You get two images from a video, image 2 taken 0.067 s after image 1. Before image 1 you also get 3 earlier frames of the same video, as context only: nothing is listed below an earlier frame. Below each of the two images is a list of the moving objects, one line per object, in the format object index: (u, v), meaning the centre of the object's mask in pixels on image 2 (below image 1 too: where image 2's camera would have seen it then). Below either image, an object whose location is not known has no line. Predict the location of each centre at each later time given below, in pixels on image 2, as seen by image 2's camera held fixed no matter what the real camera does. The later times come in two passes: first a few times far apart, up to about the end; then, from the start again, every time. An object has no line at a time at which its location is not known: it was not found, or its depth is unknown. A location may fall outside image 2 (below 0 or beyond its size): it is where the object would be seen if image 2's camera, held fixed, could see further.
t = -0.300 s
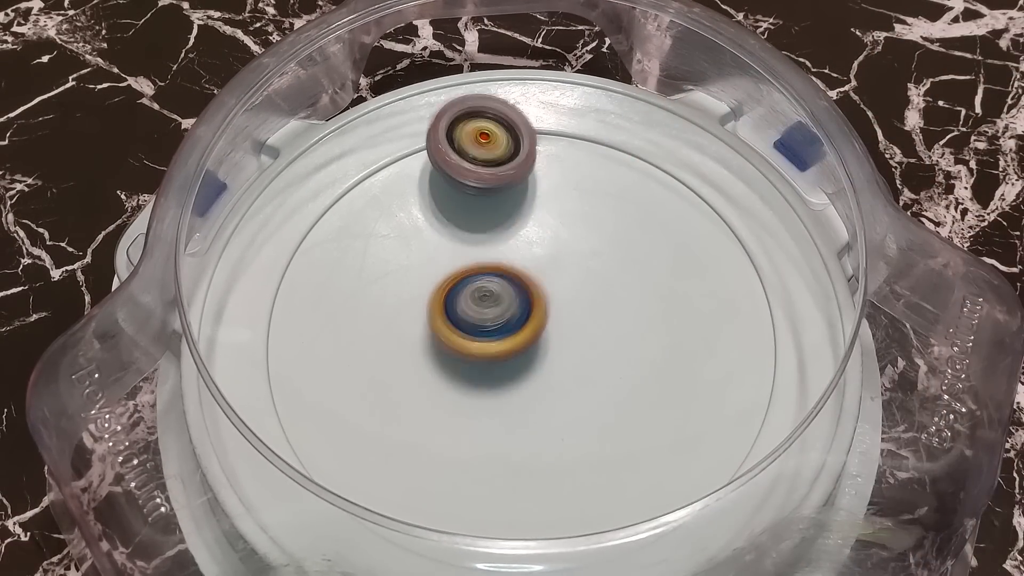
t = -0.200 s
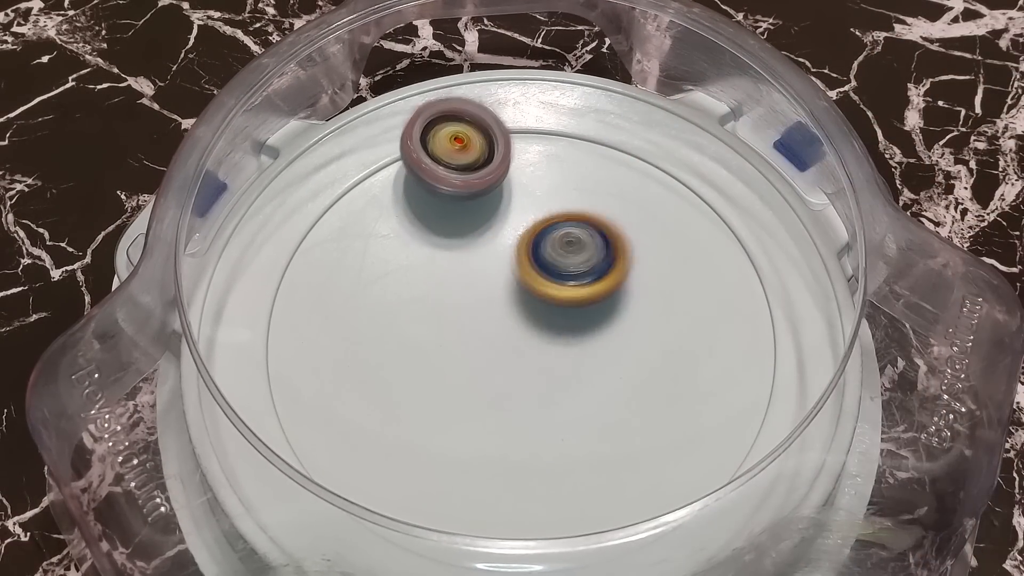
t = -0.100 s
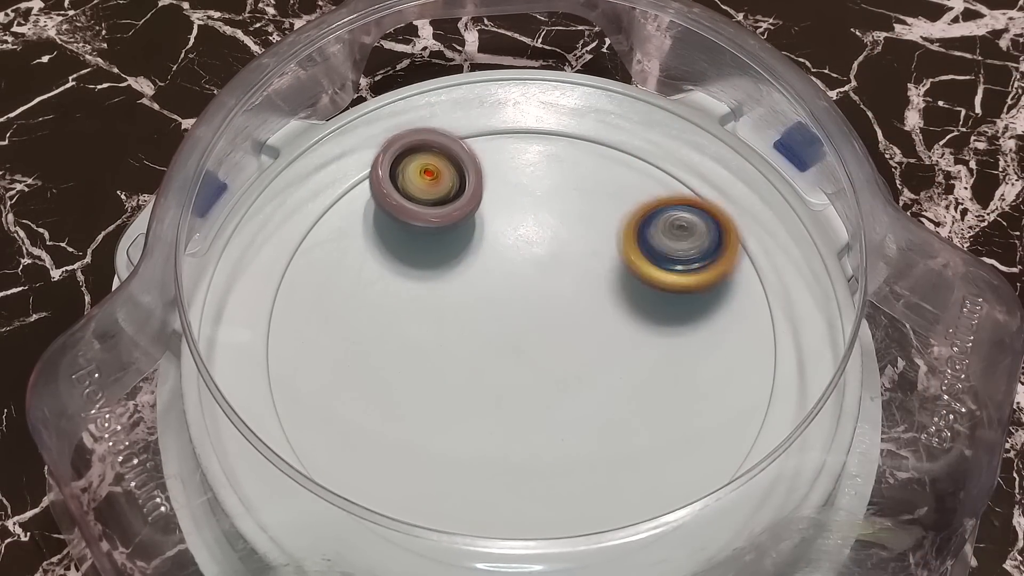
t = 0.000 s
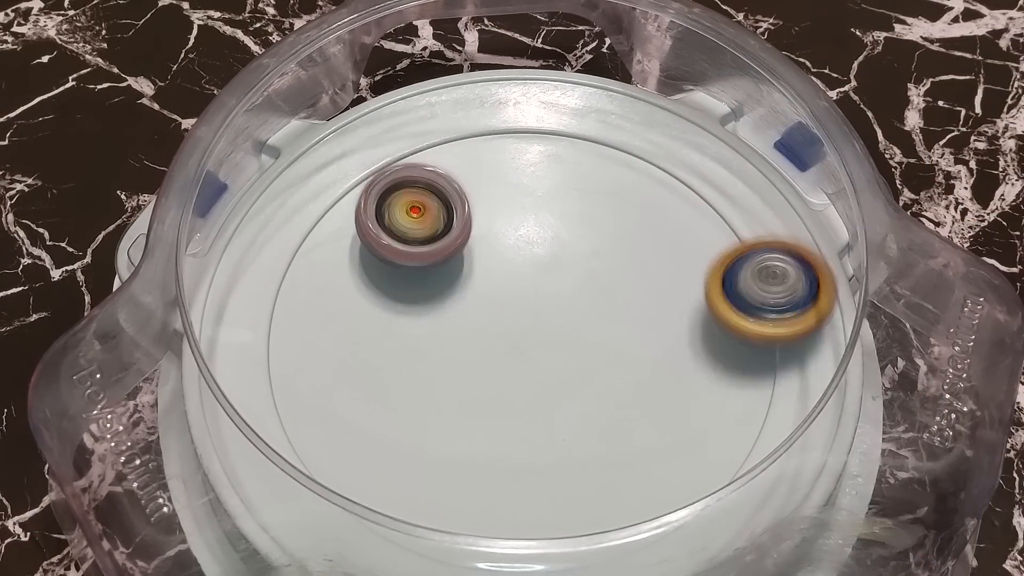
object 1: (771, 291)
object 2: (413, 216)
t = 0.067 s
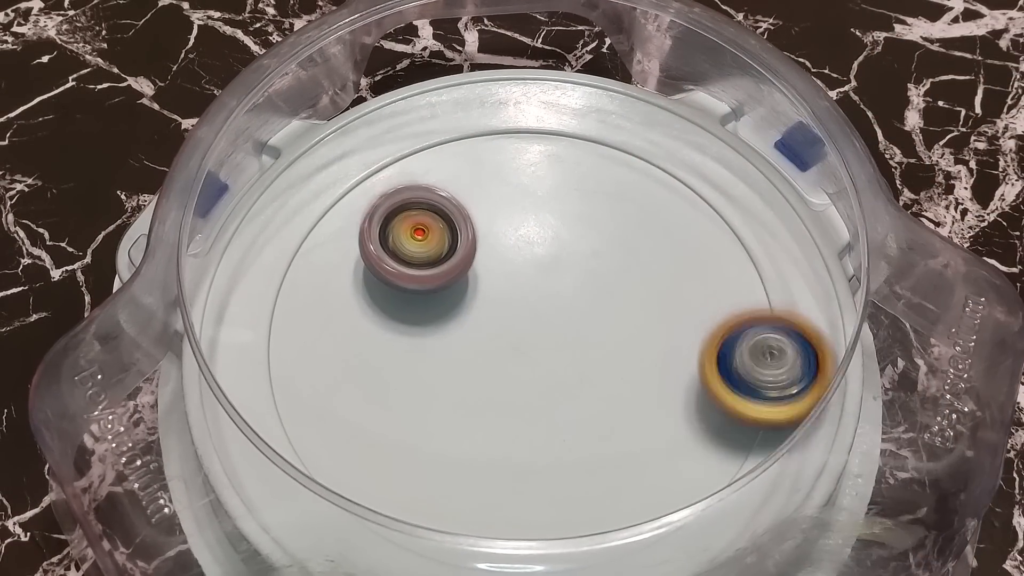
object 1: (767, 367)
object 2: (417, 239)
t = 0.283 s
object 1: (463, 514)
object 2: (463, 280)
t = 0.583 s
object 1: (407, 129)
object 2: (545, 250)
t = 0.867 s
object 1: (770, 345)
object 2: (541, 241)
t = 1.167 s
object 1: (343, 431)
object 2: (530, 265)
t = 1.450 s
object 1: (478, 118)
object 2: (585, 304)
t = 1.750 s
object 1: (747, 383)
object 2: (588, 314)
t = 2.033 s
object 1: (301, 402)
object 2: (555, 340)
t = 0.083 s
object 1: (759, 387)
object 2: (420, 244)
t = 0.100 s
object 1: (746, 408)
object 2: (422, 249)
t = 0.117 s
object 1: (738, 432)
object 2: (425, 253)
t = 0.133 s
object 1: (712, 445)
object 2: (429, 257)
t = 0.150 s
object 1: (700, 471)
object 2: (432, 261)
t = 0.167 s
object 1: (678, 490)
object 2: (436, 265)
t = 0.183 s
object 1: (652, 504)
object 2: (440, 269)
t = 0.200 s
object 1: (622, 514)
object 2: (444, 272)
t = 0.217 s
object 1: (593, 518)
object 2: (448, 274)
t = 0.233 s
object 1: (564, 517)
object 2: (452, 277)
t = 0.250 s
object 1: (528, 521)
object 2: (456, 278)
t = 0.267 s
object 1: (496, 520)
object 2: (460, 280)
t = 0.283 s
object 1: (463, 514)
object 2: (463, 280)
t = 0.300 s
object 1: (437, 505)
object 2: (467, 280)
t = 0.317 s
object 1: (417, 481)
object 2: (471, 280)
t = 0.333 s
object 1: (389, 467)
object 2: (475, 279)
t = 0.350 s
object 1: (368, 451)
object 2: (480, 278)
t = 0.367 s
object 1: (347, 431)
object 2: (486, 277)
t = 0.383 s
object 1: (333, 410)
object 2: (491, 275)
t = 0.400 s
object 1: (323, 383)
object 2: (497, 273)
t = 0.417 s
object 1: (315, 357)
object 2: (503, 271)
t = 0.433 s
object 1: (312, 333)
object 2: (509, 270)
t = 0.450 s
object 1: (312, 306)
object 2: (515, 268)
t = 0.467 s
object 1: (316, 281)
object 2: (520, 267)
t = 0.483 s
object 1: (321, 256)
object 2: (524, 265)
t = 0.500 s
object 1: (330, 232)
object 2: (529, 263)
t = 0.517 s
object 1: (341, 209)
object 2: (532, 261)
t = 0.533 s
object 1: (354, 187)
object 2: (535, 258)
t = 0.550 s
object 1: (370, 166)
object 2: (538, 255)
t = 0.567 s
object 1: (388, 144)
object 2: (542, 252)
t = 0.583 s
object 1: (407, 129)
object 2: (545, 250)
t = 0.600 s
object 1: (434, 121)
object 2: (548, 247)
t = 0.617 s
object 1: (461, 117)
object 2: (550, 245)
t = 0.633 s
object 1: (489, 112)
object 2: (550, 242)
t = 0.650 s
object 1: (519, 111)
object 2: (551, 240)
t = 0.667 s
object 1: (548, 114)
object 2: (550, 238)
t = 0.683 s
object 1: (580, 119)
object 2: (549, 235)
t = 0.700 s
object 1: (608, 126)
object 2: (549, 233)
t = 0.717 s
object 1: (634, 137)
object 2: (549, 232)
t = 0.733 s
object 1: (659, 150)
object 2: (549, 232)
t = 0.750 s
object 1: (685, 167)
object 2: (549, 233)
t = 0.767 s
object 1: (708, 185)
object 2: (548, 234)
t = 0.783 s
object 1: (727, 208)
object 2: (547, 235)
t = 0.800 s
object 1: (743, 232)
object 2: (546, 236)
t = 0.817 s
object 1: (756, 259)
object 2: (545, 237)
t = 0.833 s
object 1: (766, 286)
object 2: (544, 239)
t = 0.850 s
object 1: (770, 315)
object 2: (542, 240)
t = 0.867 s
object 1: (770, 345)
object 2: (541, 241)
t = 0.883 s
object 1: (765, 371)
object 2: (540, 242)
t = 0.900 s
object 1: (754, 396)
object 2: (538, 244)
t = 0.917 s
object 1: (746, 425)
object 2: (536, 245)
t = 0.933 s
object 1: (730, 448)
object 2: (535, 247)
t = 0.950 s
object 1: (711, 470)
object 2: (534, 248)
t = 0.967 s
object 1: (689, 484)
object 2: (533, 250)
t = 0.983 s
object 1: (661, 501)
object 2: (532, 251)
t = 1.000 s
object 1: (634, 511)
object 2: (532, 253)
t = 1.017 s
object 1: (604, 515)
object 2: (532, 254)
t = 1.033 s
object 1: (575, 516)
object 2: (531, 256)
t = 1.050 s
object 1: (541, 517)
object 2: (530, 257)
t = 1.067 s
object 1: (504, 521)
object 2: (530, 258)
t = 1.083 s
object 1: (471, 512)
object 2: (530, 260)
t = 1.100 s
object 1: (441, 505)
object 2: (529, 261)
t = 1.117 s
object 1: (413, 491)
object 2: (529, 262)
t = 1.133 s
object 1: (392, 467)
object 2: (529, 263)
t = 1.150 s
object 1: (362, 457)
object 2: (529, 264)
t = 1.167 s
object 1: (343, 431)
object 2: (530, 265)
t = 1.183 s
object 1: (323, 413)
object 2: (532, 267)
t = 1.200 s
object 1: (306, 392)
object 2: (535, 270)
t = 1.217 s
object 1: (294, 367)
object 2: (537, 273)
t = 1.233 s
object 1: (285, 343)
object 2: (540, 277)
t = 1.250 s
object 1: (278, 319)
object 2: (544, 281)
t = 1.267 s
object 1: (274, 293)
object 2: (547, 285)
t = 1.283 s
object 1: (272, 267)
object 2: (551, 289)
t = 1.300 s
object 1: (284, 244)
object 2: (556, 292)
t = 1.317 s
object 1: (298, 225)
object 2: (559, 295)
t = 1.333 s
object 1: (312, 202)
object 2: (562, 297)
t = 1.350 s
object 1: (330, 184)
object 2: (565, 298)
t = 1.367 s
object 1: (352, 168)
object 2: (568, 300)
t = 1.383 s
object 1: (375, 152)
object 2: (571, 301)
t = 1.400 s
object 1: (399, 140)
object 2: (574, 302)
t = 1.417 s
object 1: (425, 130)
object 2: (578, 302)
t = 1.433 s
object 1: (452, 123)
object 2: (581, 303)
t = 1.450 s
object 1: (478, 118)
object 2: (585, 304)
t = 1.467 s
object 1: (507, 117)
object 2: (589, 305)
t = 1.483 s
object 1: (537, 116)
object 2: (593, 306)
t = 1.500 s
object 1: (565, 119)
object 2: (595, 307)
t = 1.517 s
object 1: (594, 126)
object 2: (597, 308)
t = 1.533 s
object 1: (620, 134)
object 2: (598, 308)
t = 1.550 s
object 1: (644, 144)
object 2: (598, 309)
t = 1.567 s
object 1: (669, 156)
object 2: (598, 311)
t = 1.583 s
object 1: (690, 172)
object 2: (598, 311)
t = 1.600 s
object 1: (709, 188)
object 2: (597, 312)
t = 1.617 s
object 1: (726, 208)
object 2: (596, 313)
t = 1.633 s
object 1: (740, 227)
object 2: (594, 313)
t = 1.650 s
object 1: (752, 247)
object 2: (593, 313)
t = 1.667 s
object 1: (760, 268)
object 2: (591, 312)
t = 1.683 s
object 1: (765, 290)
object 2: (589, 312)
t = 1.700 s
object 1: (766, 313)
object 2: (588, 312)
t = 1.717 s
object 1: (764, 337)
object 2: (587, 312)
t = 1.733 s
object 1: (758, 362)
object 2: (587, 312)
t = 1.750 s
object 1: (747, 383)
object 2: (588, 314)
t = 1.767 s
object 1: (732, 404)
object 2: (587, 315)
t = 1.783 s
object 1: (712, 423)
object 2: (586, 317)
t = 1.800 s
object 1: (690, 440)
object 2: (586, 320)
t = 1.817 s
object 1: (665, 455)
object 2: (584, 322)
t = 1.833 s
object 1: (637, 467)
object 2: (582, 325)
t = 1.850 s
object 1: (609, 477)
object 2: (579, 327)
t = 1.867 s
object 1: (579, 484)
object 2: (576, 330)
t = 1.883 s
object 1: (546, 488)
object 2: (574, 333)
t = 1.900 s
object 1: (514, 489)
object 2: (572, 336)
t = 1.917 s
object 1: (483, 487)
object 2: (570, 338)
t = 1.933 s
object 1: (452, 481)
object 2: (569, 339)
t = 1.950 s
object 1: (423, 474)
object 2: (567, 340)
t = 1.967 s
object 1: (391, 470)
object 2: (565, 341)
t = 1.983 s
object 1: (368, 451)
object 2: (562, 341)
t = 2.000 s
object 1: (340, 441)
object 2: (560, 341)
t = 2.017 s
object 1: (317, 424)
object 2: (558, 340)
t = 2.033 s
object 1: (301, 402)
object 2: (555, 340)
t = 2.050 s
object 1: (282, 381)
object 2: (553, 339)
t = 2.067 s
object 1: (272, 361)
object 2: (552, 339)
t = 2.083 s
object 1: (272, 338)
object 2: (551, 337)
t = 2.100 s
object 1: (275, 316)
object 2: (550, 336)
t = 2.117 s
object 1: (277, 293)
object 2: (548, 335)
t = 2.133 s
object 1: (278, 270)
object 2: (547, 334)
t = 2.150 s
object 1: (289, 249)
